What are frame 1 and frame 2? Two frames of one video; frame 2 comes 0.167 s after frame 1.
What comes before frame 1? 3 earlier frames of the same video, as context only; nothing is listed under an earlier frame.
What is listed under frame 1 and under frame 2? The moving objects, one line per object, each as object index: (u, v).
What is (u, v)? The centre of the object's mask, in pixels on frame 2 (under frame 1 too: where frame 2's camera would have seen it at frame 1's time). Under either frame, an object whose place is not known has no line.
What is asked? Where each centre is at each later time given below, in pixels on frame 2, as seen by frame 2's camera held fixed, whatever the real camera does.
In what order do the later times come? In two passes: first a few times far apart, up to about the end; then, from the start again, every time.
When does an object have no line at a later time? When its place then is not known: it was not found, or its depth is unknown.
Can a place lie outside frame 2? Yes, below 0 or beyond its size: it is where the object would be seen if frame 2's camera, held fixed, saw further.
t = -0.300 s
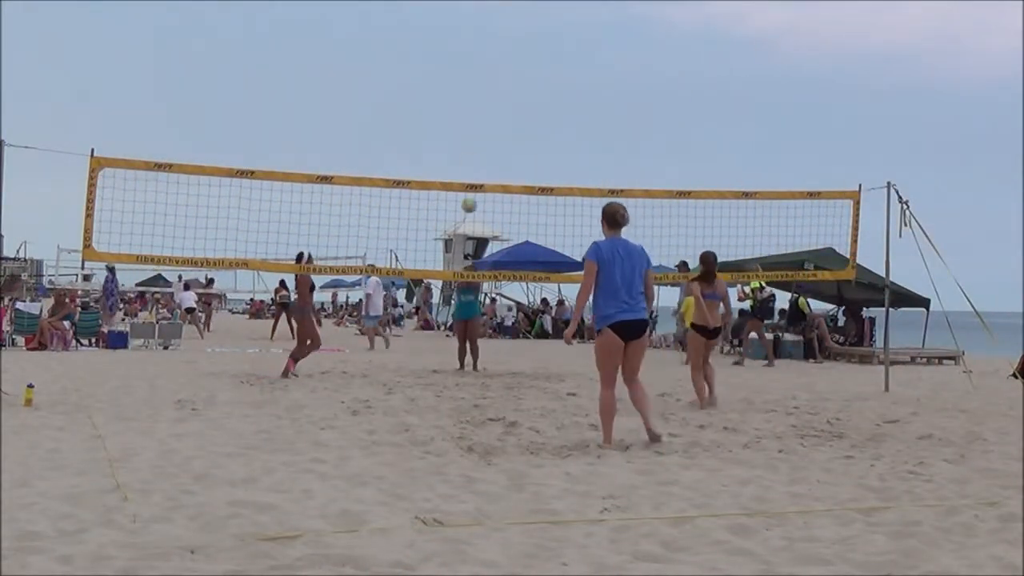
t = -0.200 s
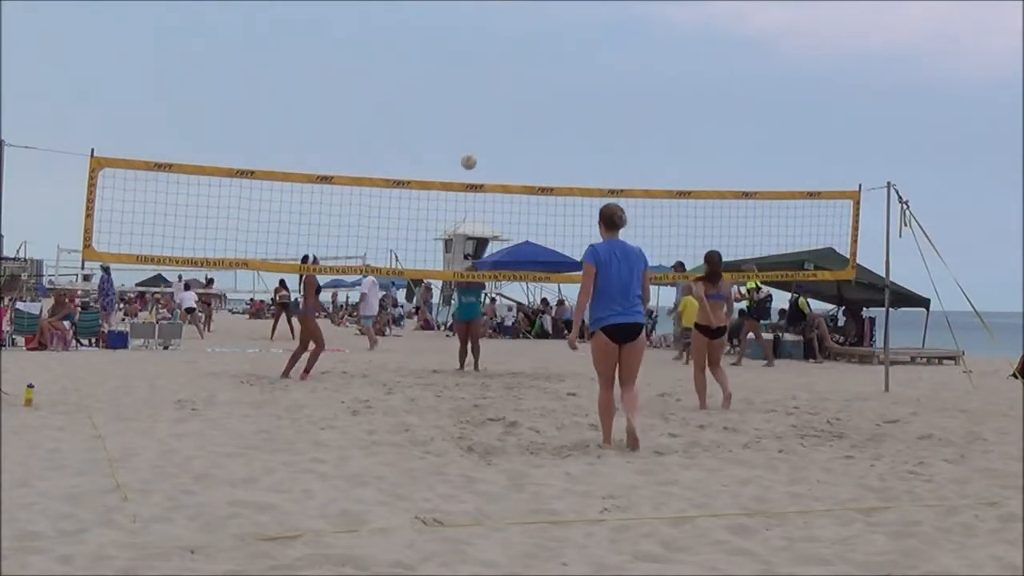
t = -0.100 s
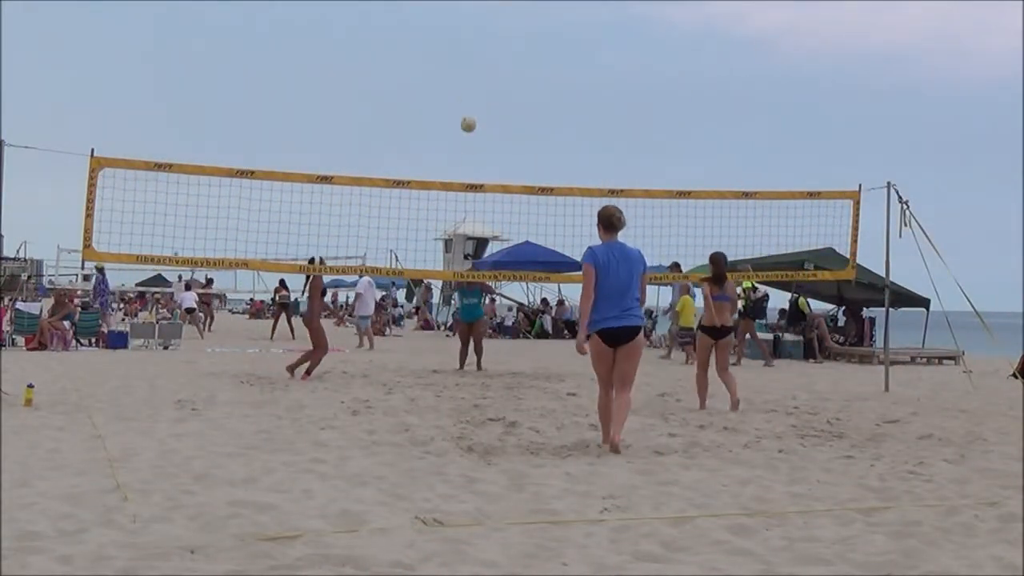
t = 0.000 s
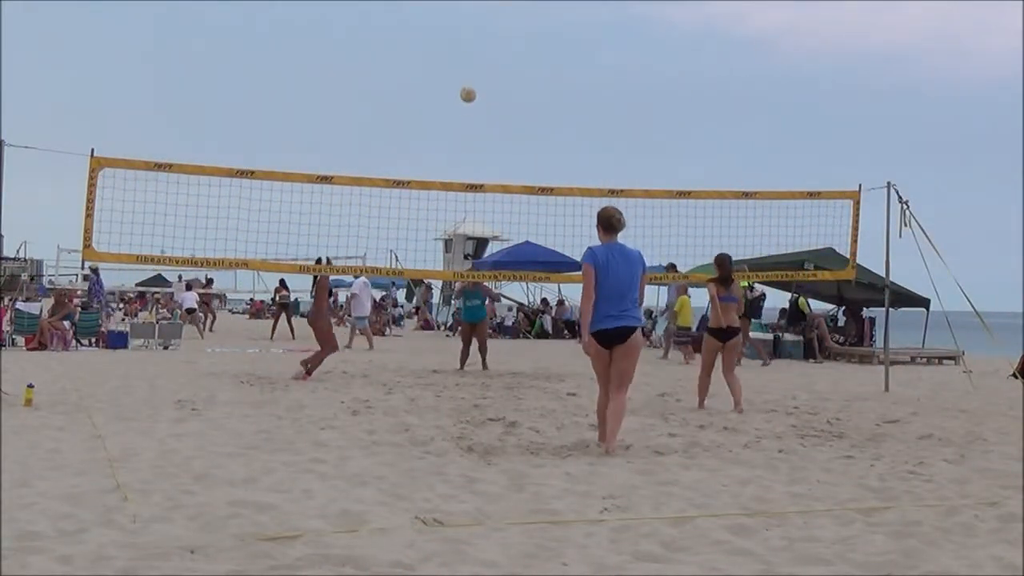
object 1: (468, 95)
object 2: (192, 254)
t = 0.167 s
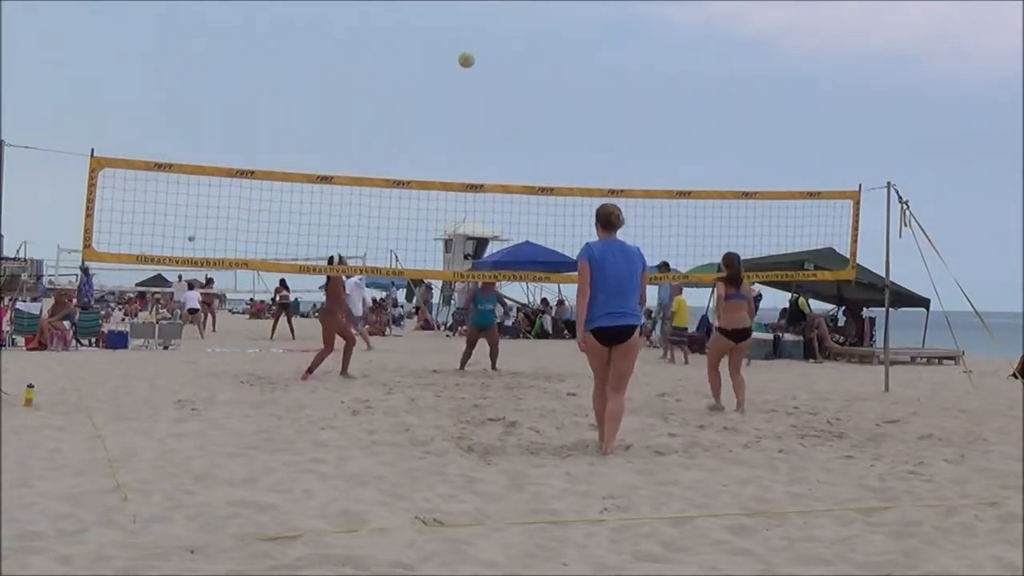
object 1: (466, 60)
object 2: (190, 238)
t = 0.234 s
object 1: (465, 51)
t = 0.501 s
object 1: (462, 50)
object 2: (185, 222)
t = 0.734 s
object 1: (458, 94)
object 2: (182, 234)
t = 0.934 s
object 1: (455, 166)
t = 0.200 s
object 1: (466, 55)
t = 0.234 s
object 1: (465, 51)
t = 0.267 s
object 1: (465, 48)
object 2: (190, 230)
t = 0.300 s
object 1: (465, 46)
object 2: (189, 228)
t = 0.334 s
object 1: (464, 45)
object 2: (188, 227)
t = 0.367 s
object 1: (464, 45)
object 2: (187, 225)
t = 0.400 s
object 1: (464, 45)
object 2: (187, 223)
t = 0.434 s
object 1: (463, 46)
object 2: (186, 222)
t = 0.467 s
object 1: (463, 47)
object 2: (186, 222)
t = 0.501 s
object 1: (462, 50)
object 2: (185, 222)
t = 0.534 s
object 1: (462, 54)
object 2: (185, 222)
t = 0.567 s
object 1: (461, 59)
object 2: (184, 223)
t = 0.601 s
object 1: (460, 64)
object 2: (184, 223)
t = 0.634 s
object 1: (460, 69)
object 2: (184, 225)
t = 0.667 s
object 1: (460, 77)
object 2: (183, 227)
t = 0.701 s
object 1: (459, 85)
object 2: (182, 230)
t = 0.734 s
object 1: (458, 94)
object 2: (182, 234)
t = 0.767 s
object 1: (458, 104)
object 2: (181, 236)
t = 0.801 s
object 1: (457, 115)
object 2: (181, 241)
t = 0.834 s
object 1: (457, 126)
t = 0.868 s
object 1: (456, 138)
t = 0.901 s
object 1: (456, 151)
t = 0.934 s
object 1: (455, 166)
